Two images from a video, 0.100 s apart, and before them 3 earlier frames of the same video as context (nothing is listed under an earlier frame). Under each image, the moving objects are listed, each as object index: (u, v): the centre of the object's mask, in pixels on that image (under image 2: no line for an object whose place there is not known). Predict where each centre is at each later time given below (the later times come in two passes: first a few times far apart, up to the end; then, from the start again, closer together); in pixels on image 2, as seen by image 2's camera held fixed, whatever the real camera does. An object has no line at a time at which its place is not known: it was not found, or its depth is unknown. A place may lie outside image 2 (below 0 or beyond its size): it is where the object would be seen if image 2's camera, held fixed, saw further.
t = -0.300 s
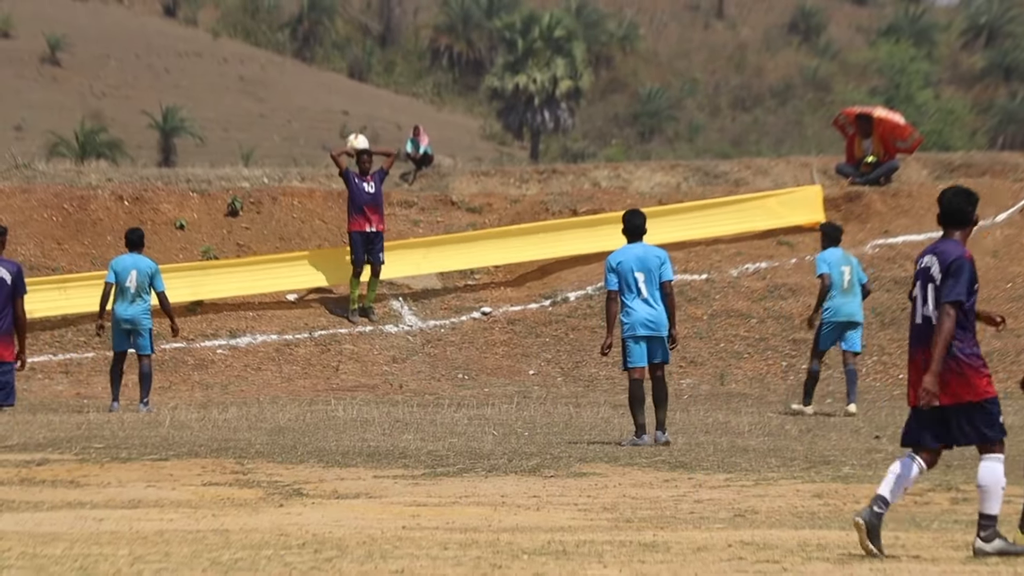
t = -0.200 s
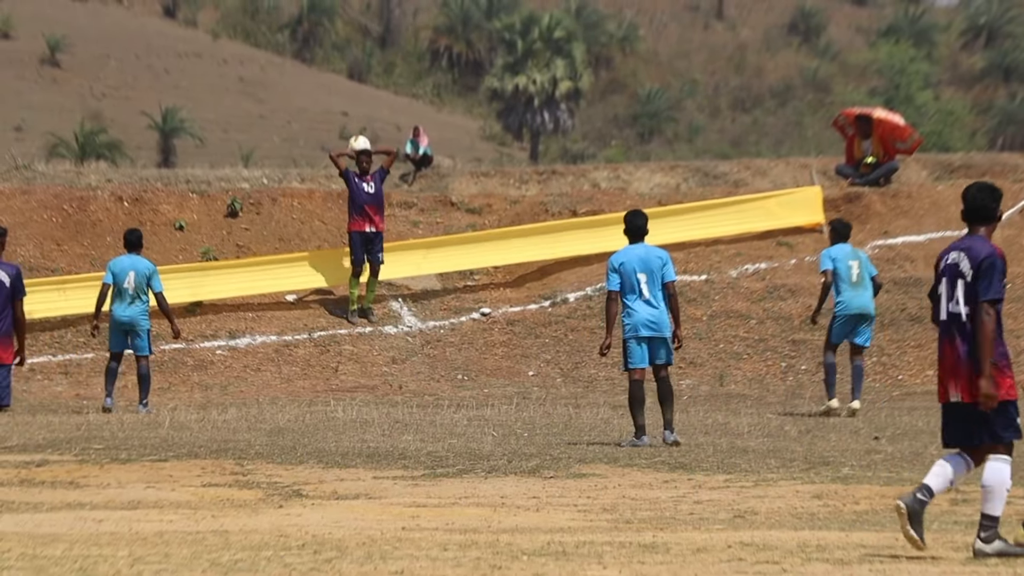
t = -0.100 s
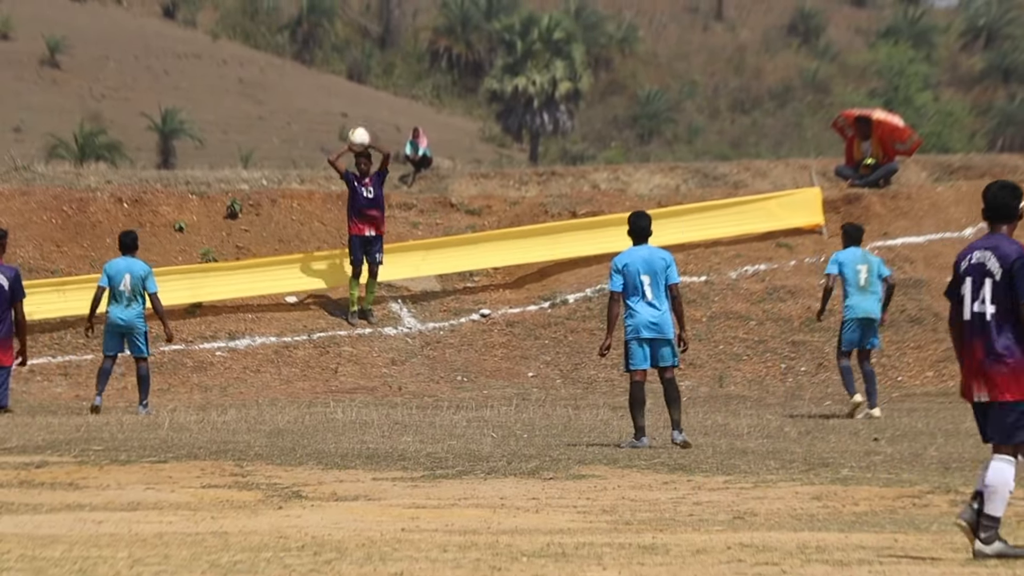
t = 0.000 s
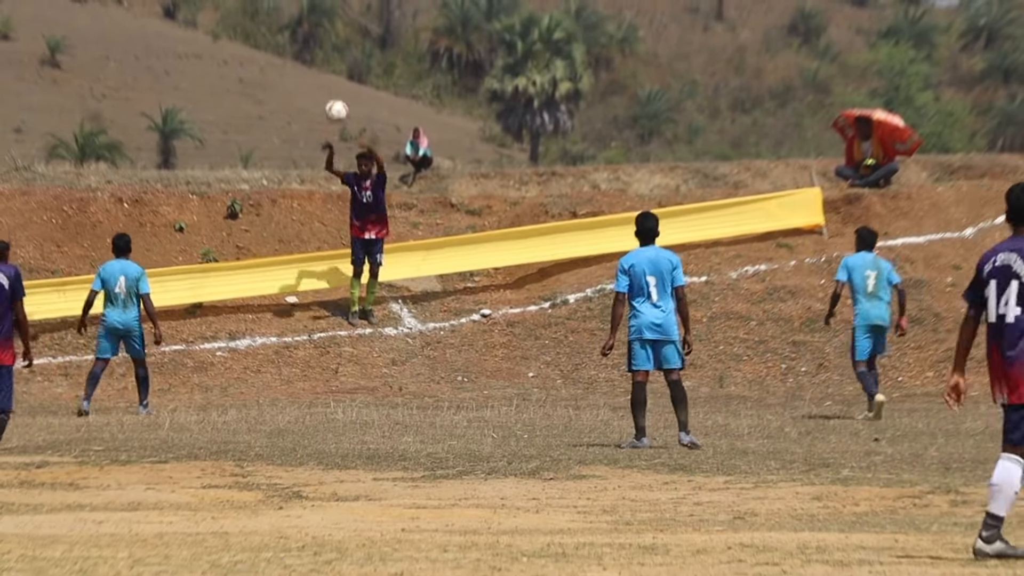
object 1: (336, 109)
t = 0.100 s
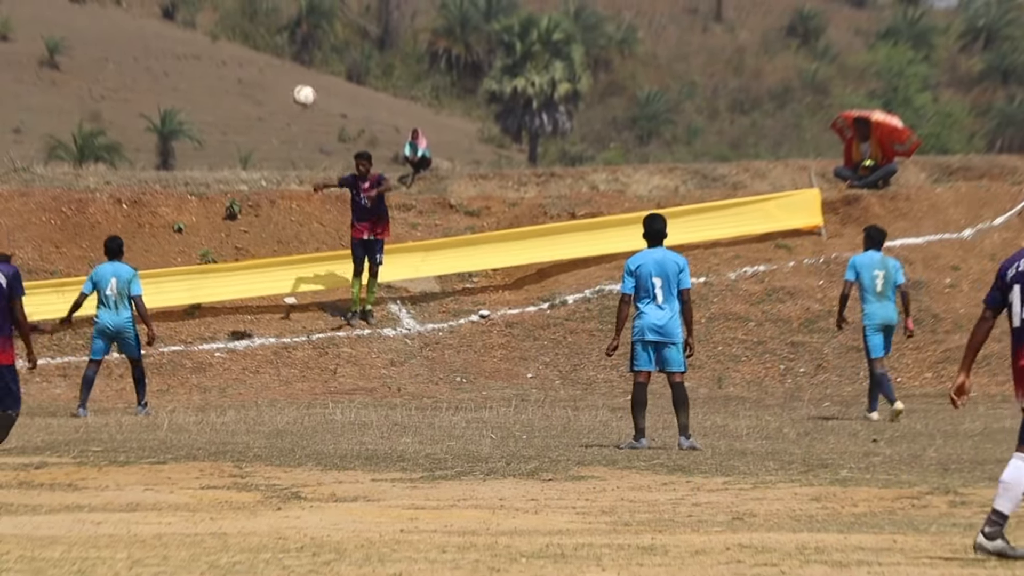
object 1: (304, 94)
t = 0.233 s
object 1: (259, 90)
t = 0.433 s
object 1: (192, 125)
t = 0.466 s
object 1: (182, 130)
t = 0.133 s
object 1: (291, 90)
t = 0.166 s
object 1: (285, 89)
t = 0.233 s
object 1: (259, 90)
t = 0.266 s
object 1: (252, 92)
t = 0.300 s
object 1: (239, 96)
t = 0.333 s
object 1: (226, 102)
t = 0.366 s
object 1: (219, 106)
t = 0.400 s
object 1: (205, 115)
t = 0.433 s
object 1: (192, 125)
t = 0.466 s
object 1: (182, 130)
